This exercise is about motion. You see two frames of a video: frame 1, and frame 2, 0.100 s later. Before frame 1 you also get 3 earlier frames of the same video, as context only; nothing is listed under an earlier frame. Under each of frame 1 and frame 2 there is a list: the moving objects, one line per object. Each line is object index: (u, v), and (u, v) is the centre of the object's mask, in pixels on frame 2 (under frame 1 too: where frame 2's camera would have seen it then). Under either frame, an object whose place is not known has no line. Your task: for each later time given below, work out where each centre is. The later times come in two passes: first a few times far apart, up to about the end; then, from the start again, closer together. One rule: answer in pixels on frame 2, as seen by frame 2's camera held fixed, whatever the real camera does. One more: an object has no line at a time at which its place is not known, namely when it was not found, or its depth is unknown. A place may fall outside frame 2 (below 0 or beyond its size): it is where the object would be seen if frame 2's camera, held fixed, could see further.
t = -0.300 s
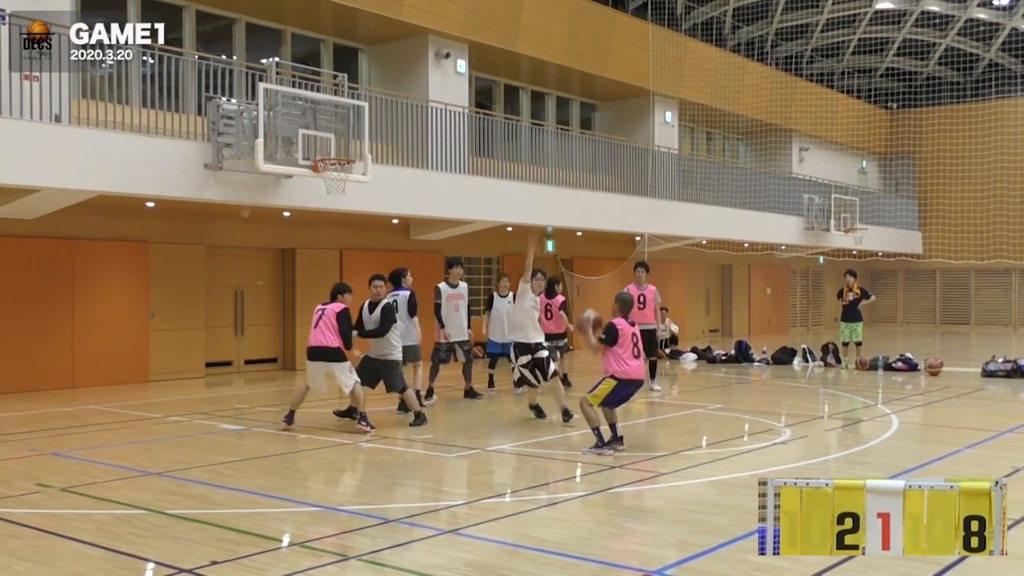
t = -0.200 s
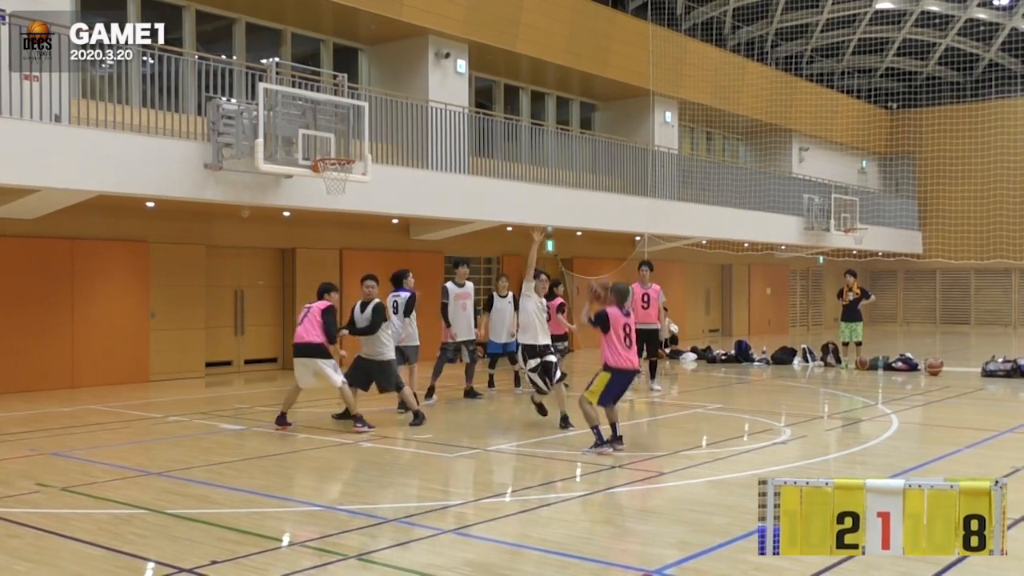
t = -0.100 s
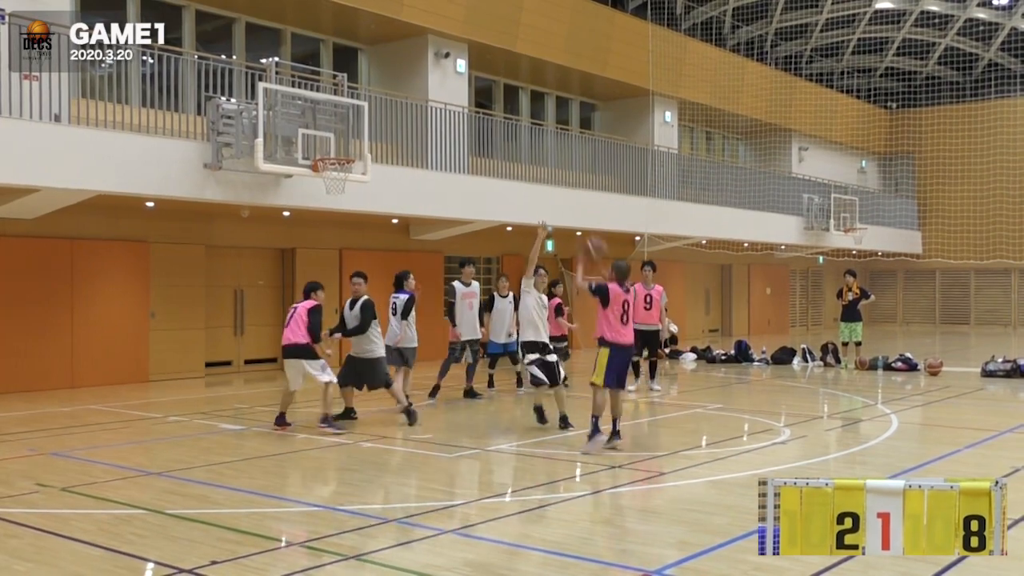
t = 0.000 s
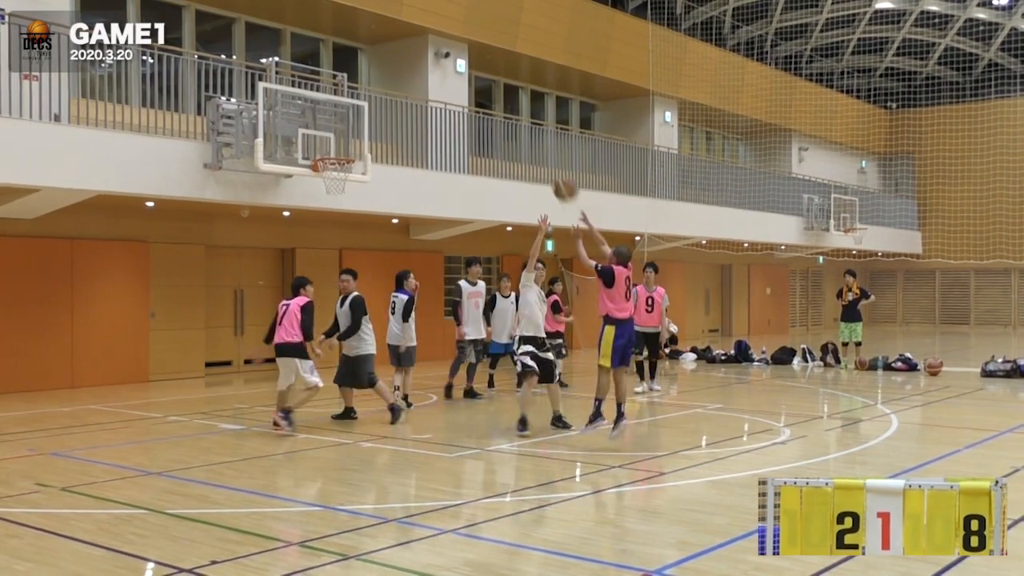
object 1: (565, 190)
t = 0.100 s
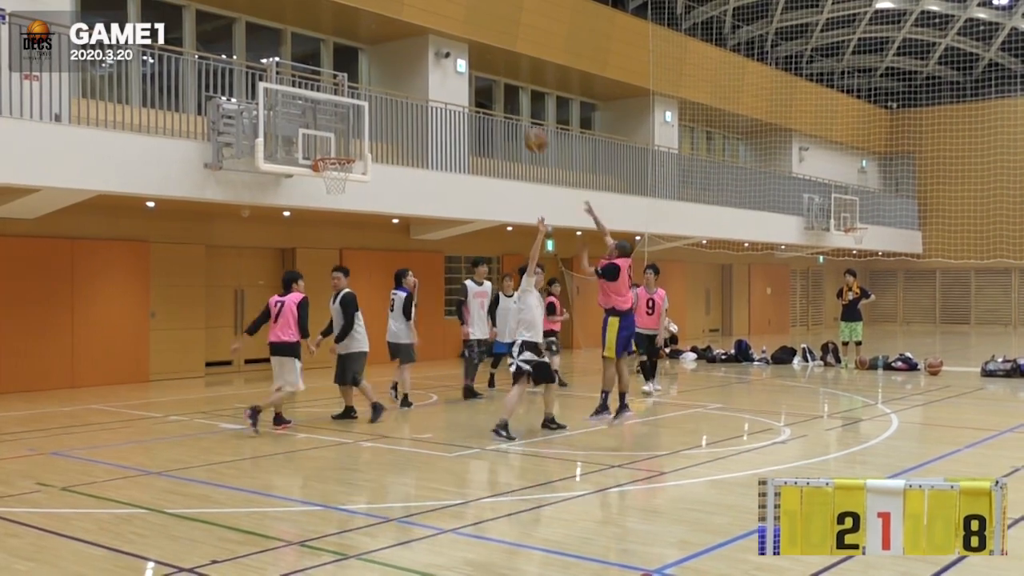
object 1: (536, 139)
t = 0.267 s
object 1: (492, 88)
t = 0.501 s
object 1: (439, 66)
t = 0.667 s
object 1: (404, 78)
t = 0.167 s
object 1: (518, 114)
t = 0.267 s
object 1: (492, 88)
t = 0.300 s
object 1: (484, 82)
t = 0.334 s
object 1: (476, 76)
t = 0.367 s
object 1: (468, 72)
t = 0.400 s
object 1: (461, 71)
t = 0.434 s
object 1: (452, 67)
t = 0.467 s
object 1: (445, 66)
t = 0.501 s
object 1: (439, 66)
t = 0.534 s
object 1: (431, 66)
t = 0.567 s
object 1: (424, 68)
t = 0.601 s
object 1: (417, 70)
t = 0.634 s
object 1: (411, 73)
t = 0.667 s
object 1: (404, 78)
